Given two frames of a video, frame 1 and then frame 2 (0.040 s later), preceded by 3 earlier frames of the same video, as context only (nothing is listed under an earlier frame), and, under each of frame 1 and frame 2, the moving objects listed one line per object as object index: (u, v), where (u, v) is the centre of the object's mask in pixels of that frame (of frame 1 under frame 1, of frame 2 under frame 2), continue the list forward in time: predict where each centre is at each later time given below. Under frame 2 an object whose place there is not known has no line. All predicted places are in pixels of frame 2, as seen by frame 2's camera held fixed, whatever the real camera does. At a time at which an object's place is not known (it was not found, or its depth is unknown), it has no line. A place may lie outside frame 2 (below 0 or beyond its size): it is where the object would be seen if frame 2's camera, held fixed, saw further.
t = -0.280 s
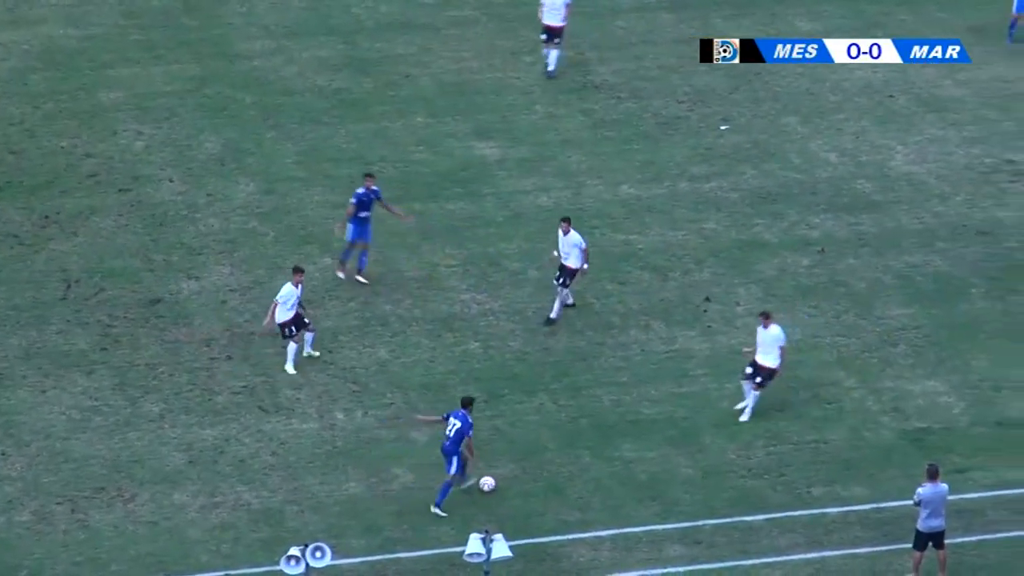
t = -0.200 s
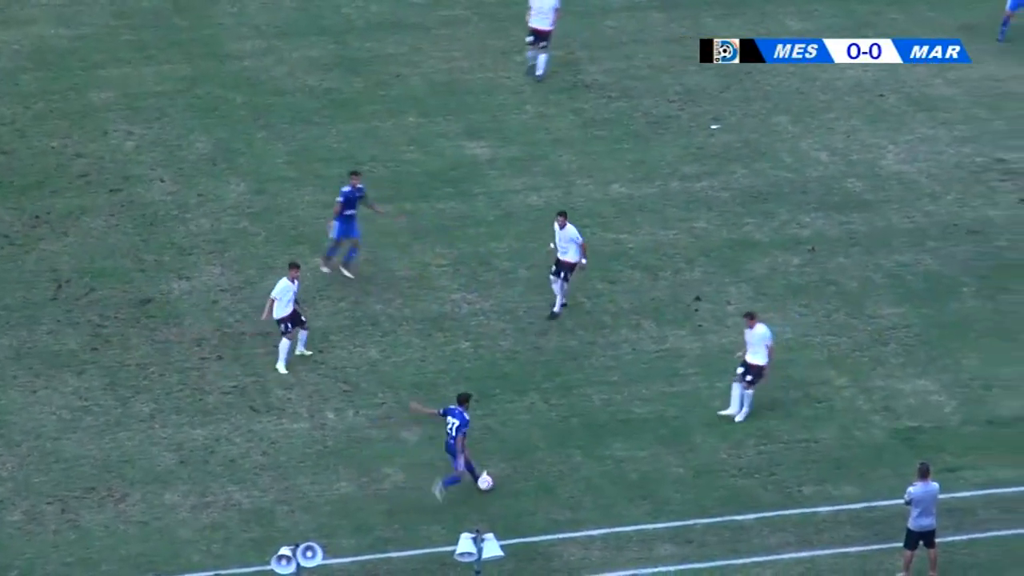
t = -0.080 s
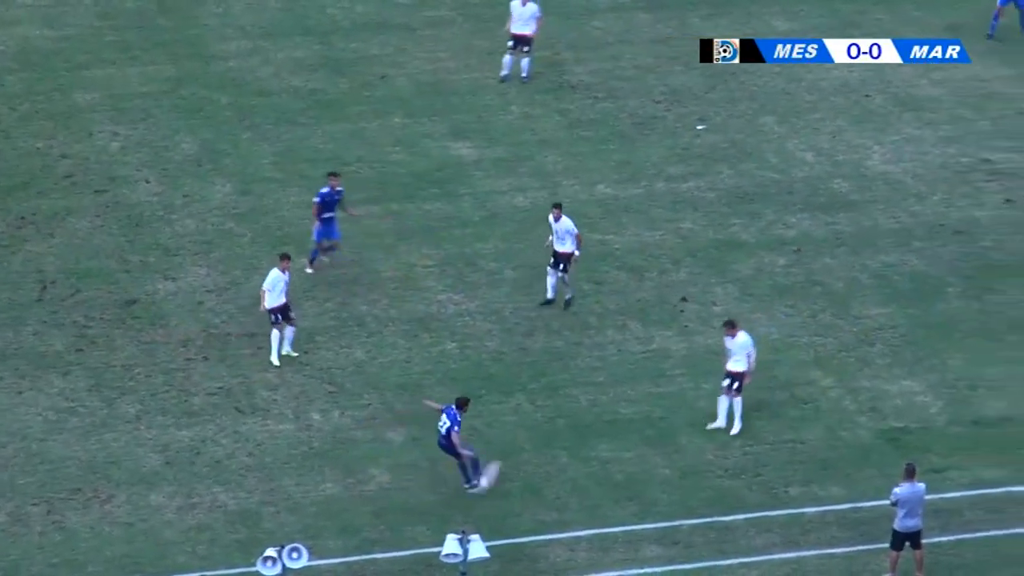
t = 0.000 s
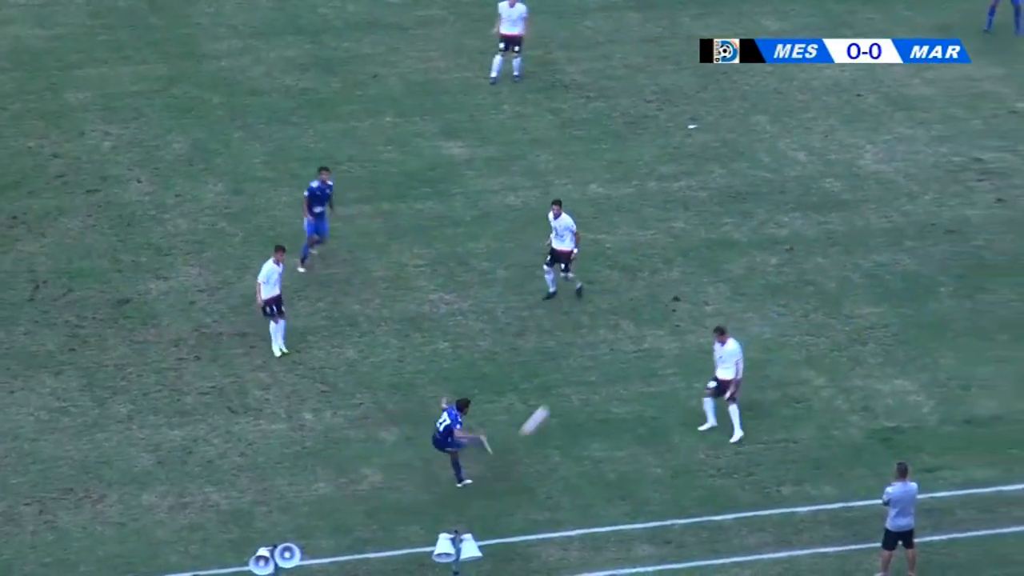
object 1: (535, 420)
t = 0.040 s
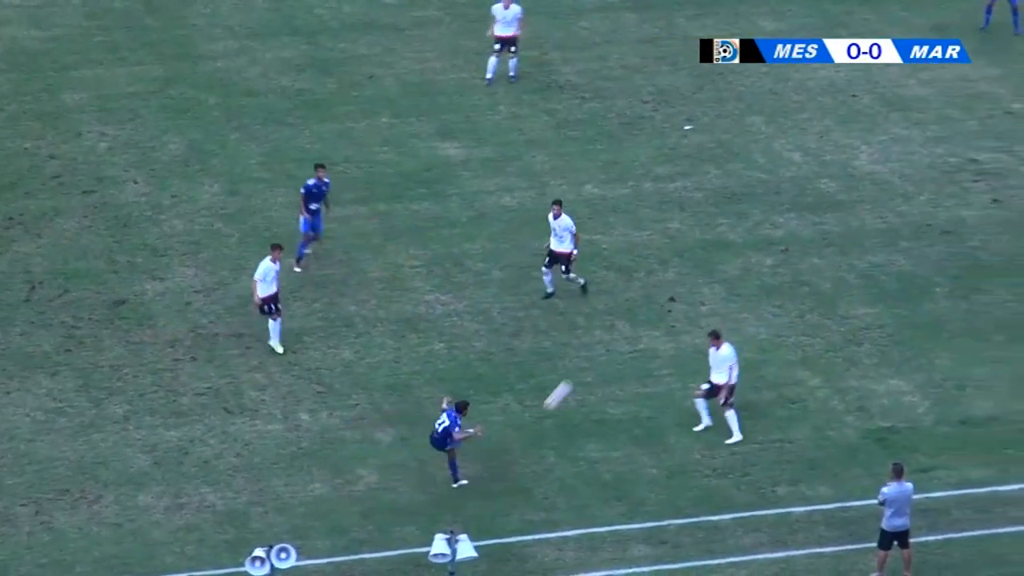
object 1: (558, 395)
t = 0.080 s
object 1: (582, 372)
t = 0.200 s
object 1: (651, 308)
